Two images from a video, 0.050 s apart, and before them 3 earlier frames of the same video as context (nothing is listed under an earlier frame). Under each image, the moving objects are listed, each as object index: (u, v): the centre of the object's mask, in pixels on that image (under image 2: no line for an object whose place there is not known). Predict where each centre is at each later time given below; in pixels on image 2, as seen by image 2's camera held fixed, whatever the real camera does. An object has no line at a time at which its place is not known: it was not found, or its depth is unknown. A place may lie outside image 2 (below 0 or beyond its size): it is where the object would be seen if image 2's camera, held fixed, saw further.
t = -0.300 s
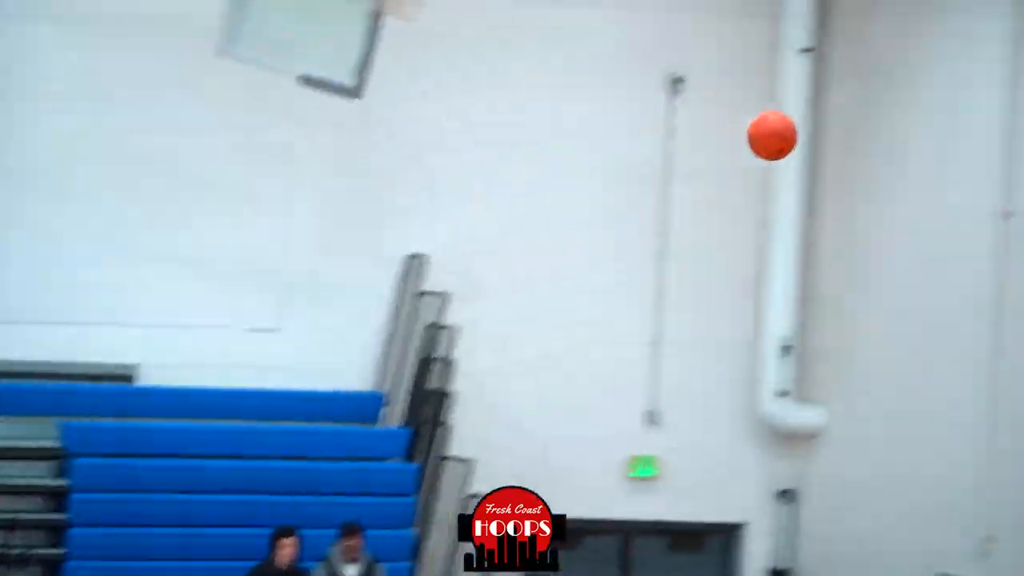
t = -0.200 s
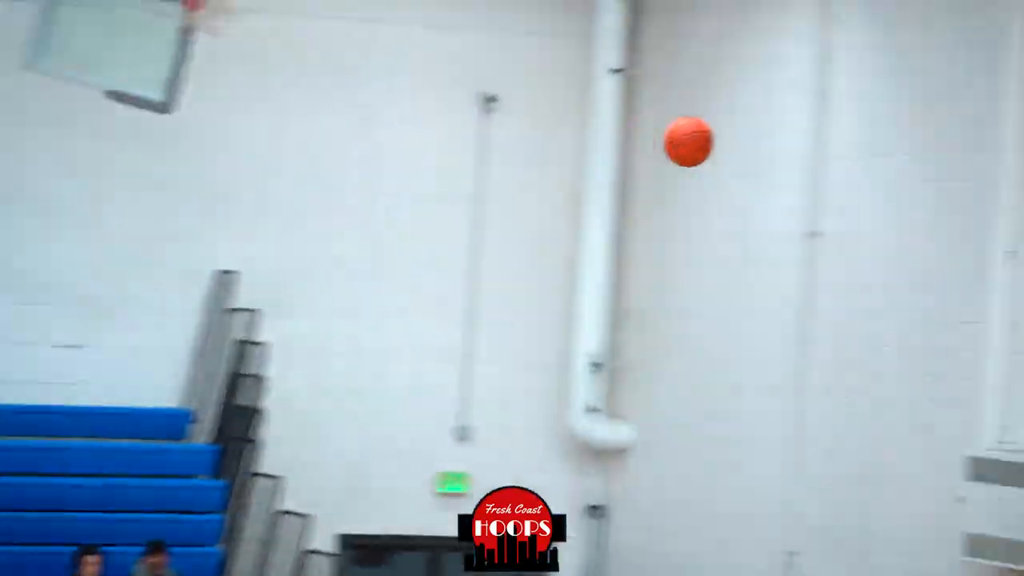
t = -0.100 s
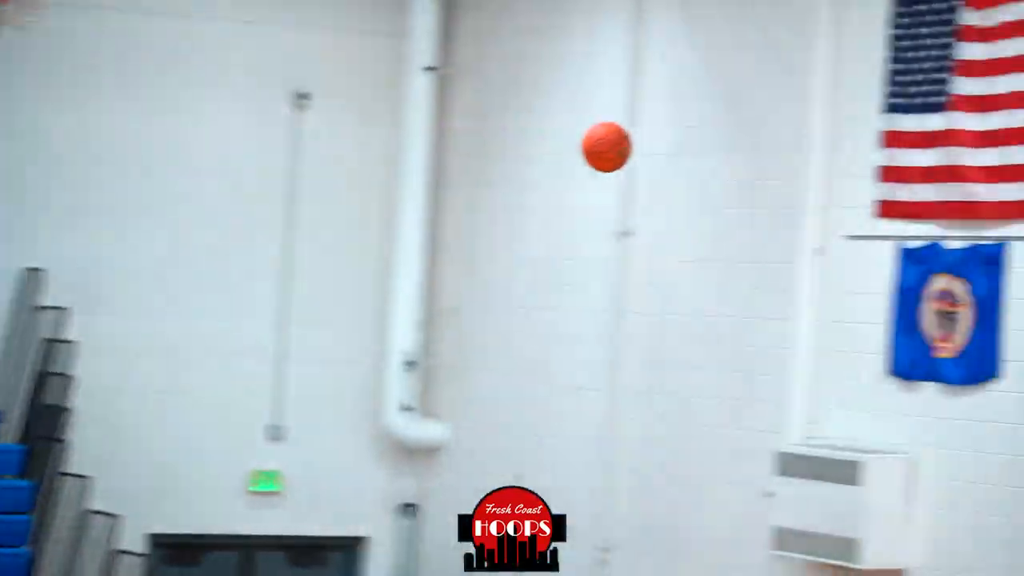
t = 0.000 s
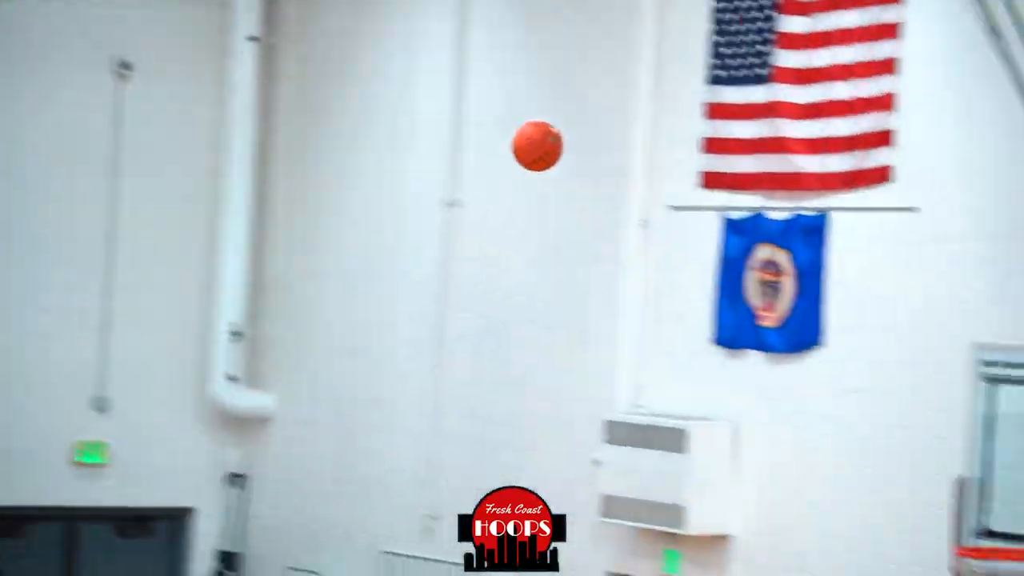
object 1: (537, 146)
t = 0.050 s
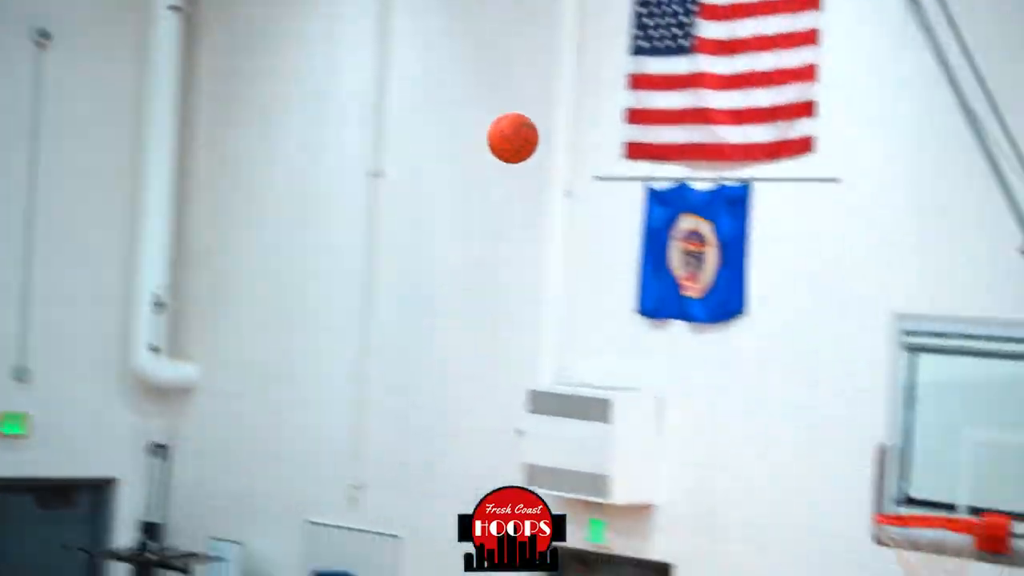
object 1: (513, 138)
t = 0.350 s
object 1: (828, 377)
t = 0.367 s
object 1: (846, 396)
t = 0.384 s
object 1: (864, 416)
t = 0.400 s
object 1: (883, 437)
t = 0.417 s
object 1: (901, 459)
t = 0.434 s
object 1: (920, 481)
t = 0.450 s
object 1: (938, 502)
